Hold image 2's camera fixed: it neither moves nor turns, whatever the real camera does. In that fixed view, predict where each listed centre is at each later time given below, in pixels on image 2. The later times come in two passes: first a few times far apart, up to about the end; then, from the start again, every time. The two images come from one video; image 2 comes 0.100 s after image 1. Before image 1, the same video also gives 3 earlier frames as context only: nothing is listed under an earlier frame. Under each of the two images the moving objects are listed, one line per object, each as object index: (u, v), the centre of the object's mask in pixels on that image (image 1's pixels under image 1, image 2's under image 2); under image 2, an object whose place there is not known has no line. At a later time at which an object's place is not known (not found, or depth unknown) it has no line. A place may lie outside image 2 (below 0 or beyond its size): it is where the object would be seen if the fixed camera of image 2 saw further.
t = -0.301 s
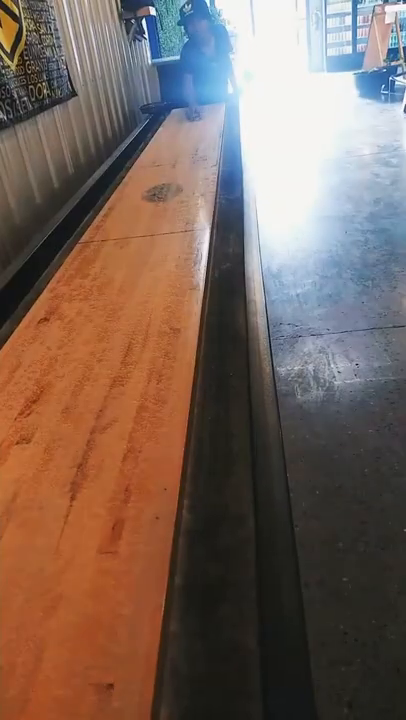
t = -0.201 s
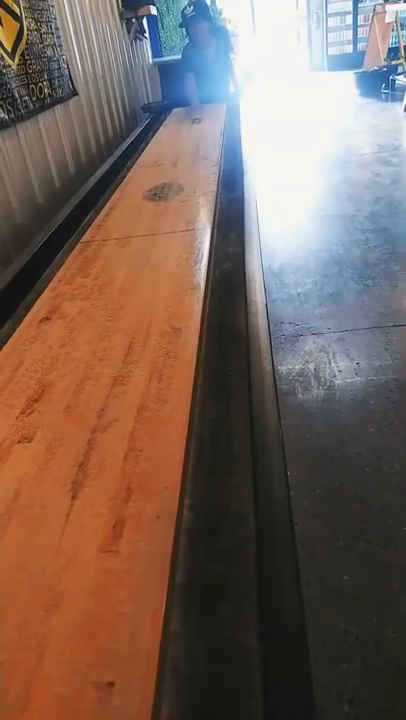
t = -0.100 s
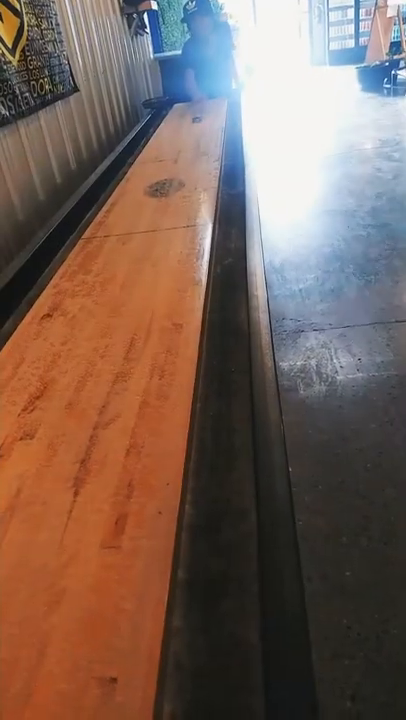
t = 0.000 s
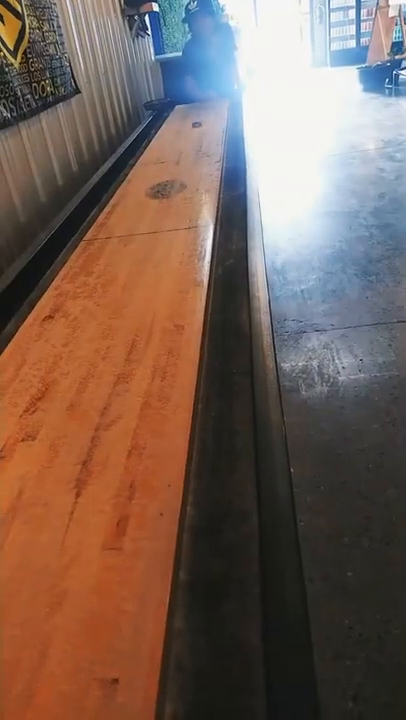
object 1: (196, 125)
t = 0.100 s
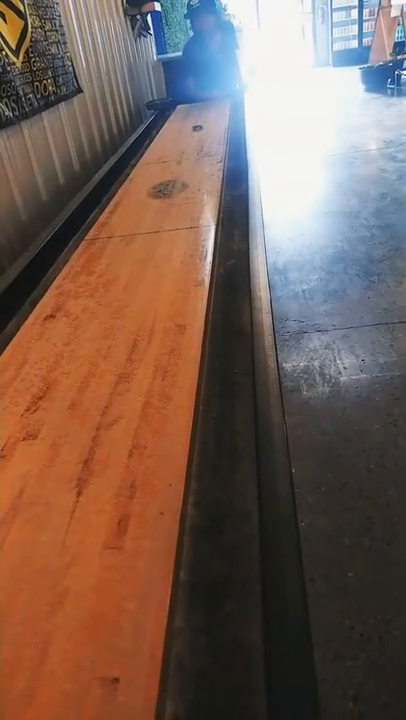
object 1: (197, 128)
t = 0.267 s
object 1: (194, 135)
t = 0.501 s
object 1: (191, 145)
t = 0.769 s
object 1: (188, 157)
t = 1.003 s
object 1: (185, 171)
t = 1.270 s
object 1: (182, 189)
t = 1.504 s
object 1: (179, 208)
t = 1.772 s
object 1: (175, 233)
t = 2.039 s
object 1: (169, 264)
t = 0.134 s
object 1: (196, 129)
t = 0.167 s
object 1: (196, 130)
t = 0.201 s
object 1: (196, 132)
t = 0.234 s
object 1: (195, 133)
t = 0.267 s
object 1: (194, 135)
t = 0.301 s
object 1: (194, 136)
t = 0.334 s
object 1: (194, 138)
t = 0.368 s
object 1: (193, 139)
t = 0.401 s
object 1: (193, 140)
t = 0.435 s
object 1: (193, 142)
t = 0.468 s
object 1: (192, 143)
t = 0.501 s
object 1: (191, 145)
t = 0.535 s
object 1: (191, 146)
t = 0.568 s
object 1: (190, 148)
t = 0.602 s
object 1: (190, 150)
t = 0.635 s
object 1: (189, 152)
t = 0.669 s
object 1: (189, 153)
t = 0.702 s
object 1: (188, 154)
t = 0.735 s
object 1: (189, 156)
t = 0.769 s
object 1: (188, 157)
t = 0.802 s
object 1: (188, 159)
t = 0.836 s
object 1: (187, 161)
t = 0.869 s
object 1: (187, 163)
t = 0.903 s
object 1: (187, 165)
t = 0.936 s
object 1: (186, 167)
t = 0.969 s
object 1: (186, 169)
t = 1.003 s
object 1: (185, 171)
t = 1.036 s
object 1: (185, 173)
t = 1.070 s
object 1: (185, 175)
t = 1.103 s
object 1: (184, 178)
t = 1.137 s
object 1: (184, 180)
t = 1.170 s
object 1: (183, 183)
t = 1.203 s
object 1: (183, 185)
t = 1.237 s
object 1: (183, 187)
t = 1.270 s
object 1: (182, 189)
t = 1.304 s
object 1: (182, 192)
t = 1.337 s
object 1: (182, 194)
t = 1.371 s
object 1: (181, 197)
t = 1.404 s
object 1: (181, 200)
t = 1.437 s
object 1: (181, 202)
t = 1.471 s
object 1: (180, 205)
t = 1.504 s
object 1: (179, 208)
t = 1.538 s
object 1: (179, 211)
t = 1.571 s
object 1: (179, 214)
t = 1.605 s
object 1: (178, 217)
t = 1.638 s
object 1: (177, 220)
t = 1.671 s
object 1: (177, 223)
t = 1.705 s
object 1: (176, 226)
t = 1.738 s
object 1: (176, 229)
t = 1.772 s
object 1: (175, 233)
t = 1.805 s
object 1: (174, 237)
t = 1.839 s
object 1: (174, 240)
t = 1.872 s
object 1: (173, 244)
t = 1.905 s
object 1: (172, 248)
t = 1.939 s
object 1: (172, 252)
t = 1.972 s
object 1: (171, 256)
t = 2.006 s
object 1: (170, 260)
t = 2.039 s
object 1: (169, 264)
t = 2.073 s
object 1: (168, 269)
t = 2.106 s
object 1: (167, 273)
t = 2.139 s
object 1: (166, 277)
